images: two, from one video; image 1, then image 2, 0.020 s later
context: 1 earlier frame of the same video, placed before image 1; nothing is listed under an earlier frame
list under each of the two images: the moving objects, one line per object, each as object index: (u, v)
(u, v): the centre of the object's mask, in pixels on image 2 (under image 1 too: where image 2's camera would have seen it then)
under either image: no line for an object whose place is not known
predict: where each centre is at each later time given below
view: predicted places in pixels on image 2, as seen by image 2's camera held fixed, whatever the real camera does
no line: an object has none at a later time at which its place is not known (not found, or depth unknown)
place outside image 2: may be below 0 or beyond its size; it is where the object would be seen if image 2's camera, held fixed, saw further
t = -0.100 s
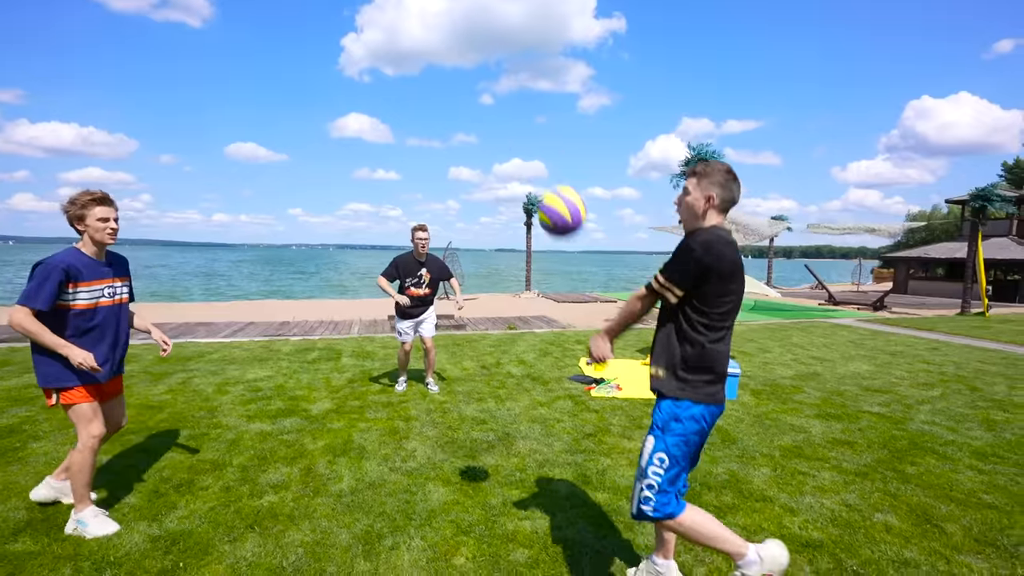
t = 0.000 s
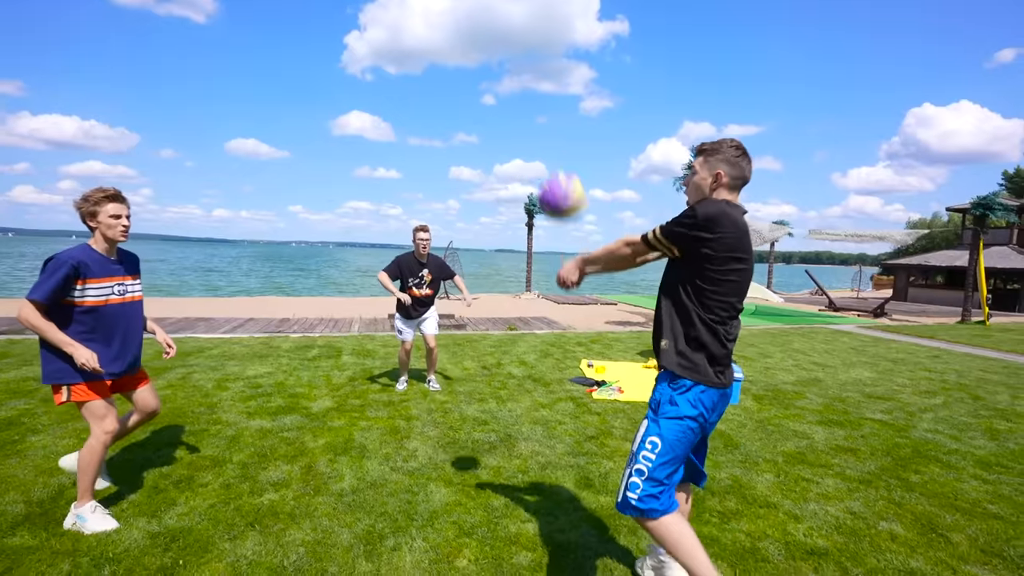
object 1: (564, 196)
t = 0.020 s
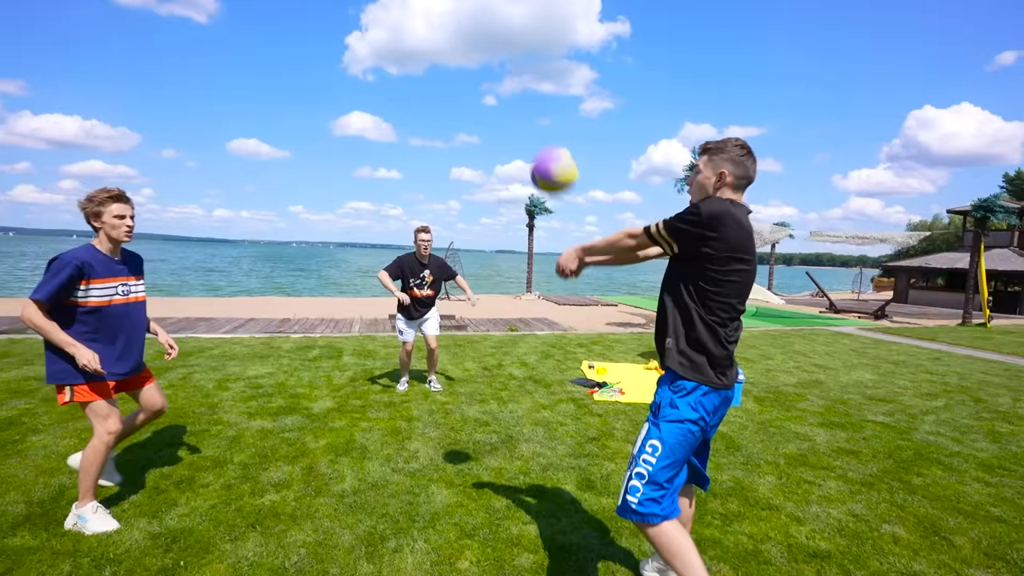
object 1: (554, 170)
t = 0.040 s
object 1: (544, 144)
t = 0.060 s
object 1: (534, 122)
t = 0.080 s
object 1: (524, 100)
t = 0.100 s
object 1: (515, 80)
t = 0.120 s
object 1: (508, 61)
